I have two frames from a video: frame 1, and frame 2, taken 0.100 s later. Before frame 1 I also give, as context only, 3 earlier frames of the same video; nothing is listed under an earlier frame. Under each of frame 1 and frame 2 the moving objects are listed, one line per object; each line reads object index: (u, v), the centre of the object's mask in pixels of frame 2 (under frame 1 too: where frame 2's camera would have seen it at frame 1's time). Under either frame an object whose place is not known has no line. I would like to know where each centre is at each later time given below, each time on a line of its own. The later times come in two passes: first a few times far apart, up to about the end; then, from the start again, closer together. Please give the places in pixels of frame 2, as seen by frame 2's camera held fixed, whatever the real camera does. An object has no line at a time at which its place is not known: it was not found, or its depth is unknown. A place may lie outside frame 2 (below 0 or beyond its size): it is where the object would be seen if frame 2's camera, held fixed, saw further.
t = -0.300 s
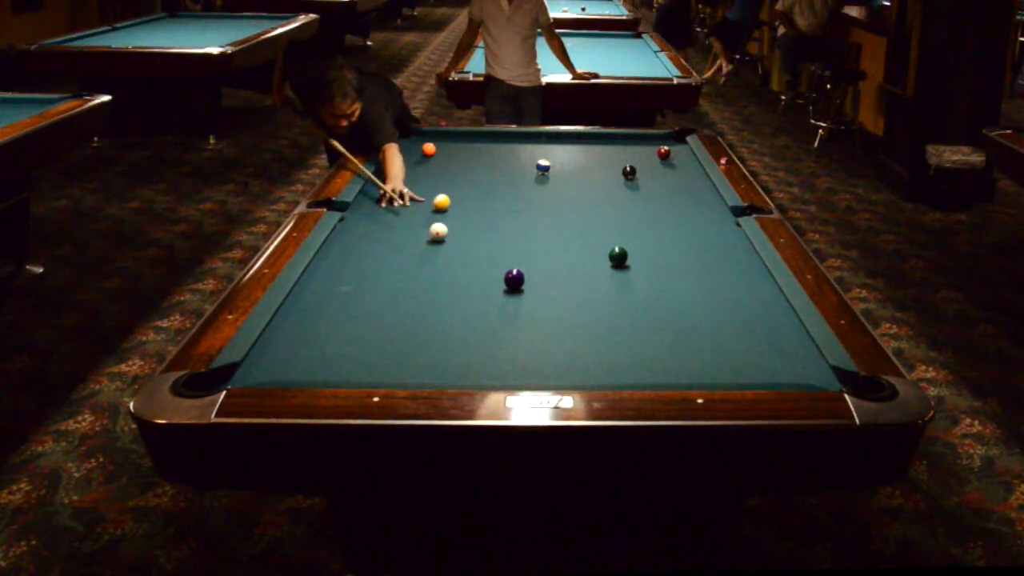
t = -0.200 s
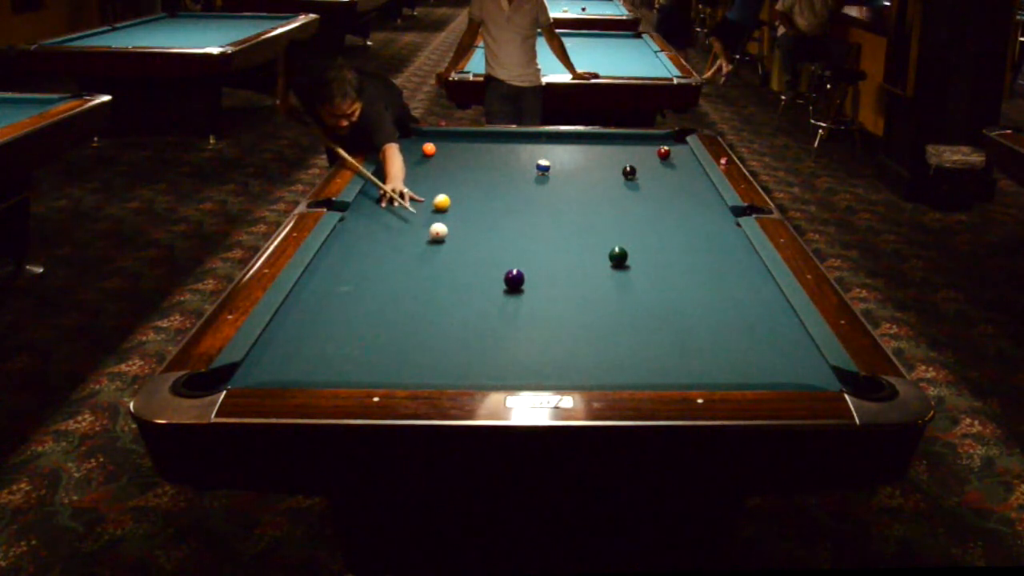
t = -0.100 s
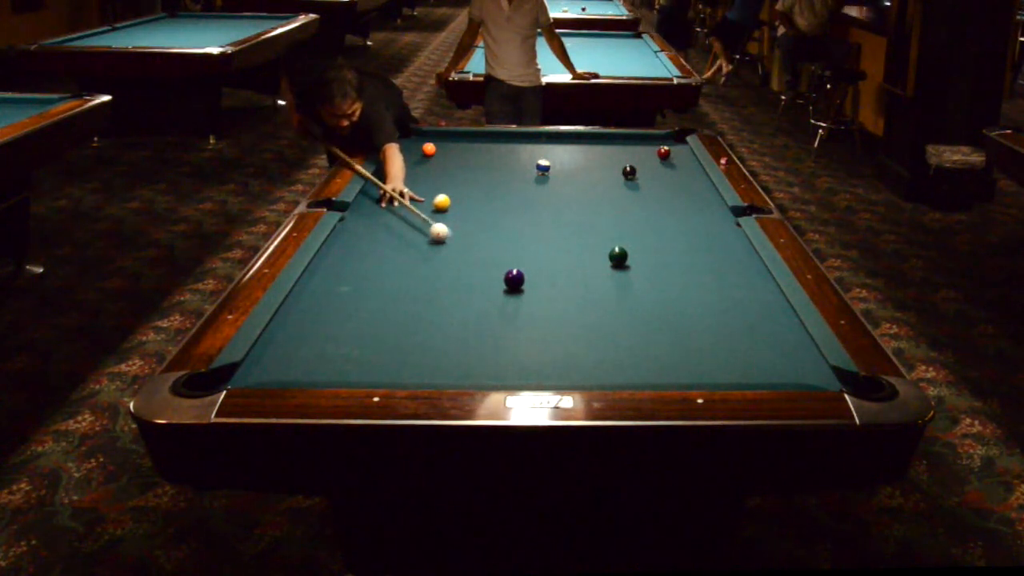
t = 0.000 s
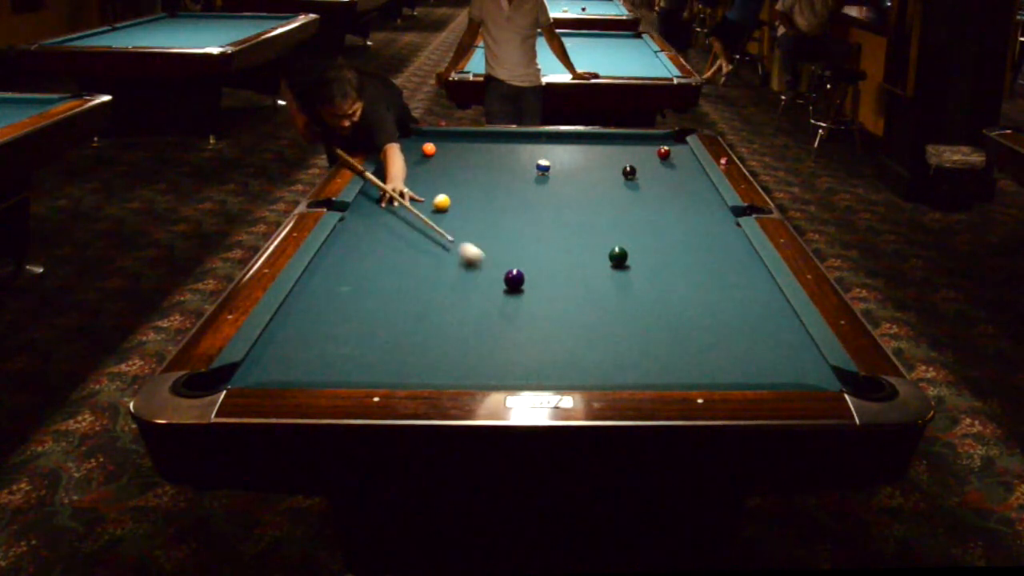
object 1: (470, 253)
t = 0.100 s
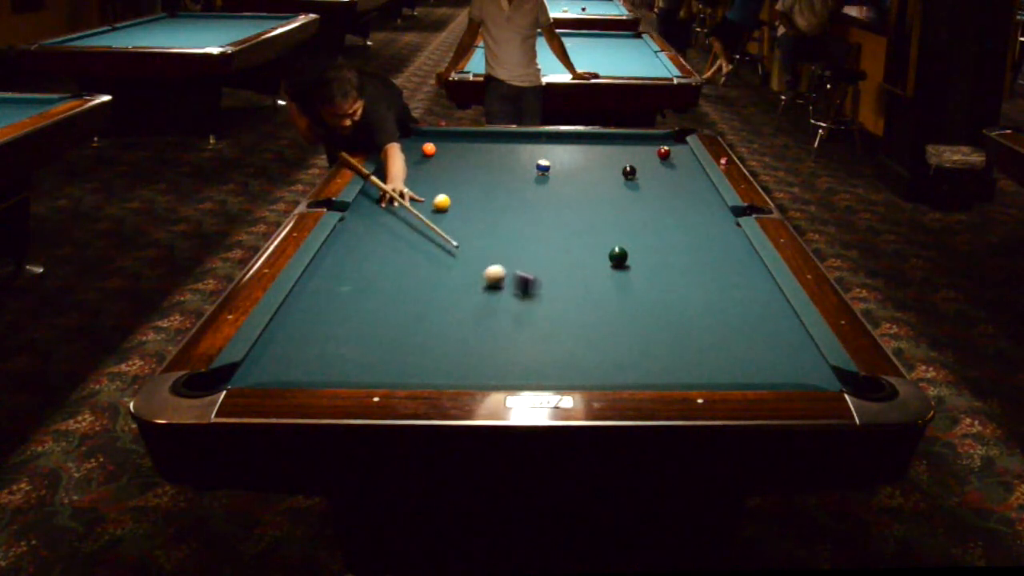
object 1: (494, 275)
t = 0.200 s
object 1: (480, 284)
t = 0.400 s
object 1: (466, 308)
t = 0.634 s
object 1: (450, 342)
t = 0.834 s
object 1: (435, 371)
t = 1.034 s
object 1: (439, 360)
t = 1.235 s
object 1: (446, 341)
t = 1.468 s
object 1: (453, 323)
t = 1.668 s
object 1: (458, 308)
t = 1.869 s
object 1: (463, 296)
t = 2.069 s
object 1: (467, 284)
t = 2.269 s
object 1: (471, 274)
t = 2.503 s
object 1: (475, 264)
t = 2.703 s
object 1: (479, 256)
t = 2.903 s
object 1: (483, 248)
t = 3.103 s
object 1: (486, 242)
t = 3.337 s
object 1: (490, 235)
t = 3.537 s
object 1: (492, 229)
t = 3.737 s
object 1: (495, 225)
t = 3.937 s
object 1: (496, 220)
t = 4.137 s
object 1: (498, 216)
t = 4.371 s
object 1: (499, 212)
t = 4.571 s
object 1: (500, 209)
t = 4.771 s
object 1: (502, 206)
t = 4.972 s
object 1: (503, 204)
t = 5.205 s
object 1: (504, 201)
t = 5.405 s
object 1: (505, 200)
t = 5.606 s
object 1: (506, 198)
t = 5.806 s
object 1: (506, 197)
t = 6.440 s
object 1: (507, 195)
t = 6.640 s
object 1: (507, 195)
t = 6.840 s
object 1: (507, 195)
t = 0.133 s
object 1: (489, 278)
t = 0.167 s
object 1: (484, 280)
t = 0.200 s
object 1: (480, 284)
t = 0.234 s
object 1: (477, 287)
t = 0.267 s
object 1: (474, 290)
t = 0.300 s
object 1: (472, 295)
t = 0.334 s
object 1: (470, 300)
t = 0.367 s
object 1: (468, 304)
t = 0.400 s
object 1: (466, 308)
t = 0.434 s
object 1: (464, 313)
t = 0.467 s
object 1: (461, 318)
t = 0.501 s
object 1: (460, 322)
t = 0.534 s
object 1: (457, 327)
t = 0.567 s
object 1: (455, 332)
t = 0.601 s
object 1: (452, 337)
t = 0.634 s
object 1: (450, 342)
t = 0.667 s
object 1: (448, 347)
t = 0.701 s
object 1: (445, 352)
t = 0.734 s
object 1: (442, 357)
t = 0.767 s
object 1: (440, 362)
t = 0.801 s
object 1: (437, 367)
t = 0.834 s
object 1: (435, 371)
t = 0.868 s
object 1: (434, 372)
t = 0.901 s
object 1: (435, 370)
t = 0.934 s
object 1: (436, 368)
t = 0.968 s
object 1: (437, 366)
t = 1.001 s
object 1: (438, 363)
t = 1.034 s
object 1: (439, 360)
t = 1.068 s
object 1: (440, 356)
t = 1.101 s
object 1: (441, 353)
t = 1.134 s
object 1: (442, 350)
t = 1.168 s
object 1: (444, 347)
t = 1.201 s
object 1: (445, 344)
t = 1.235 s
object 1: (446, 341)
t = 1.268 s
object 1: (447, 338)
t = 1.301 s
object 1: (448, 336)
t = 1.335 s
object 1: (449, 333)
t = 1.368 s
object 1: (450, 331)
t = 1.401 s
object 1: (451, 328)
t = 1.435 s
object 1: (452, 325)
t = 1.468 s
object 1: (453, 323)
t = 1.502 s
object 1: (454, 320)
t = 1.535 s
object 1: (455, 318)
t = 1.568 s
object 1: (456, 315)
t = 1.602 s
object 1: (456, 313)
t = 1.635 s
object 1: (457, 310)
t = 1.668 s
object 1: (458, 308)
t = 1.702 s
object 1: (459, 306)
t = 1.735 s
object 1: (460, 304)
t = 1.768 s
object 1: (461, 302)
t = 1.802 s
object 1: (461, 299)
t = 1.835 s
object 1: (462, 298)
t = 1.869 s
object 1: (463, 296)
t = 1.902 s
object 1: (464, 294)
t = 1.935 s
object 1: (464, 291)
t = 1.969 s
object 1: (465, 290)
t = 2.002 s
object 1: (466, 288)
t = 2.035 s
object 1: (466, 286)
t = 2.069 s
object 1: (467, 284)
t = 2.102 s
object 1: (468, 283)
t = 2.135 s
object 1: (468, 281)
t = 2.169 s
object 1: (469, 280)
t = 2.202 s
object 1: (470, 278)
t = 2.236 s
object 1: (471, 276)
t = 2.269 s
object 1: (471, 274)
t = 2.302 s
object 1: (471, 273)
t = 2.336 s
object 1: (472, 271)
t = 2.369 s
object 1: (473, 270)
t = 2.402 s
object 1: (473, 268)
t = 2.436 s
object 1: (474, 267)
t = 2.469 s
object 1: (475, 265)
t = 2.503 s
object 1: (475, 264)
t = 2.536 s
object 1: (476, 262)
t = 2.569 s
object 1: (477, 261)
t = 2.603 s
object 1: (477, 260)
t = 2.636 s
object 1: (478, 258)
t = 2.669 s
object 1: (478, 257)
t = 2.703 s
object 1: (479, 256)
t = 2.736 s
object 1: (480, 254)
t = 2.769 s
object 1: (480, 253)
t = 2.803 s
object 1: (481, 252)
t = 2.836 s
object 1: (481, 251)
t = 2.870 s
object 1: (482, 249)
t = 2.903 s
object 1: (483, 248)
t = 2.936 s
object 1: (483, 247)
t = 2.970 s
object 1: (484, 246)
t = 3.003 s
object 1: (484, 245)
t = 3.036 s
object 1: (485, 244)
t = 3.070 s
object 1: (485, 243)
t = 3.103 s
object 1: (486, 242)
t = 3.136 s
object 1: (487, 241)
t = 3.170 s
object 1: (487, 240)
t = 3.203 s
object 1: (488, 238)
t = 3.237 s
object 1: (488, 238)
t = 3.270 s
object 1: (489, 237)
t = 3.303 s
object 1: (489, 236)
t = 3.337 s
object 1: (490, 235)
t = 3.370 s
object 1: (490, 234)
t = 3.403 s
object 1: (490, 233)
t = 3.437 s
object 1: (491, 232)
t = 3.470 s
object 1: (491, 231)
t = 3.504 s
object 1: (492, 230)
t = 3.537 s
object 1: (492, 229)
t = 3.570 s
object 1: (493, 228)
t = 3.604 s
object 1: (493, 228)
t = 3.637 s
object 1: (493, 227)
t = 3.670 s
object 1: (494, 226)
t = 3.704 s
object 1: (494, 225)
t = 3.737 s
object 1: (495, 225)
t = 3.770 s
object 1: (495, 224)
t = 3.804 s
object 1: (496, 223)
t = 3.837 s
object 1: (496, 222)
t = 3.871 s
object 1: (496, 221)
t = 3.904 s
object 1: (496, 221)
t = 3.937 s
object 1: (496, 220)
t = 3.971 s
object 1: (497, 219)
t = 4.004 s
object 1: (497, 219)
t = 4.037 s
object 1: (497, 218)
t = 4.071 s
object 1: (498, 217)
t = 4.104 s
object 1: (498, 216)
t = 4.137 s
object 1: (498, 216)
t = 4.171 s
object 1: (498, 215)
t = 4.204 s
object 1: (499, 215)
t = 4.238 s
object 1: (499, 214)
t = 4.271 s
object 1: (499, 213)
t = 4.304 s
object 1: (499, 213)
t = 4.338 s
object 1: (499, 212)
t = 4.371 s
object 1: (499, 212)
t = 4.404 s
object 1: (500, 211)
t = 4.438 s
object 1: (500, 211)
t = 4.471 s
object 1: (500, 210)
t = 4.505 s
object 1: (500, 210)
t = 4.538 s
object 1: (500, 209)
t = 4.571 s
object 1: (500, 209)
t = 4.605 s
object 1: (501, 208)
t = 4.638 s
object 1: (501, 208)
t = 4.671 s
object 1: (501, 207)
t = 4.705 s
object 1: (501, 207)
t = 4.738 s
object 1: (501, 206)
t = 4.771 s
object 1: (502, 206)
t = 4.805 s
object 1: (502, 206)
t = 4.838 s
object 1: (502, 205)
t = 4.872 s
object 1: (502, 205)
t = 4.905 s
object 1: (502, 204)
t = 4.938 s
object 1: (502, 204)
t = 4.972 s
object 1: (503, 204)
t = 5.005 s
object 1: (503, 203)
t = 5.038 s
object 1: (503, 203)
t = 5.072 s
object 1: (503, 202)
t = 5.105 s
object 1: (503, 202)
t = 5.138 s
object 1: (503, 202)
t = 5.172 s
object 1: (504, 201)
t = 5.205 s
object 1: (504, 201)
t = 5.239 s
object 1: (504, 201)
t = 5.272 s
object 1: (505, 200)
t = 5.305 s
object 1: (505, 200)
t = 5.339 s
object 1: (505, 200)
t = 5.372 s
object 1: (505, 200)
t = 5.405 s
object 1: (505, 200)
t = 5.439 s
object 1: (505, 199)
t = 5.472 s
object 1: (505, 199)
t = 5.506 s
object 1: (505, 199)
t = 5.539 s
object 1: (505, 199)
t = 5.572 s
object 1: (506, 198)
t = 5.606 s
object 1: (506, 198)
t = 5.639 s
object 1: (506, 198)
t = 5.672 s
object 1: (506, 198)
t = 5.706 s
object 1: (506, 198)
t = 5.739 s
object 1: (506, 197)
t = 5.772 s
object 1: (506, 197)
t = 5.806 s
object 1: (506, 197)
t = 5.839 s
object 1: (507, 197)
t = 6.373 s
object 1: (507, 194)
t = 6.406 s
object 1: (506, 194)
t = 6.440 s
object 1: (507, 195)
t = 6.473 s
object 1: (507, 195)
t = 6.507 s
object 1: (507, 195)
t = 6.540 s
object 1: (507, 195)
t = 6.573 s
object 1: (507, 195)
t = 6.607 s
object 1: (507, 195)
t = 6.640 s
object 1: (507, 195)
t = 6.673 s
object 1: (507, 195)
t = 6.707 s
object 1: (507, 195)
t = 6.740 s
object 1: (507, 195)
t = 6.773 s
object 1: (507, 195)
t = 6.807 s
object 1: (507, 195)
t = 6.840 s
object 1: (507, 195)
